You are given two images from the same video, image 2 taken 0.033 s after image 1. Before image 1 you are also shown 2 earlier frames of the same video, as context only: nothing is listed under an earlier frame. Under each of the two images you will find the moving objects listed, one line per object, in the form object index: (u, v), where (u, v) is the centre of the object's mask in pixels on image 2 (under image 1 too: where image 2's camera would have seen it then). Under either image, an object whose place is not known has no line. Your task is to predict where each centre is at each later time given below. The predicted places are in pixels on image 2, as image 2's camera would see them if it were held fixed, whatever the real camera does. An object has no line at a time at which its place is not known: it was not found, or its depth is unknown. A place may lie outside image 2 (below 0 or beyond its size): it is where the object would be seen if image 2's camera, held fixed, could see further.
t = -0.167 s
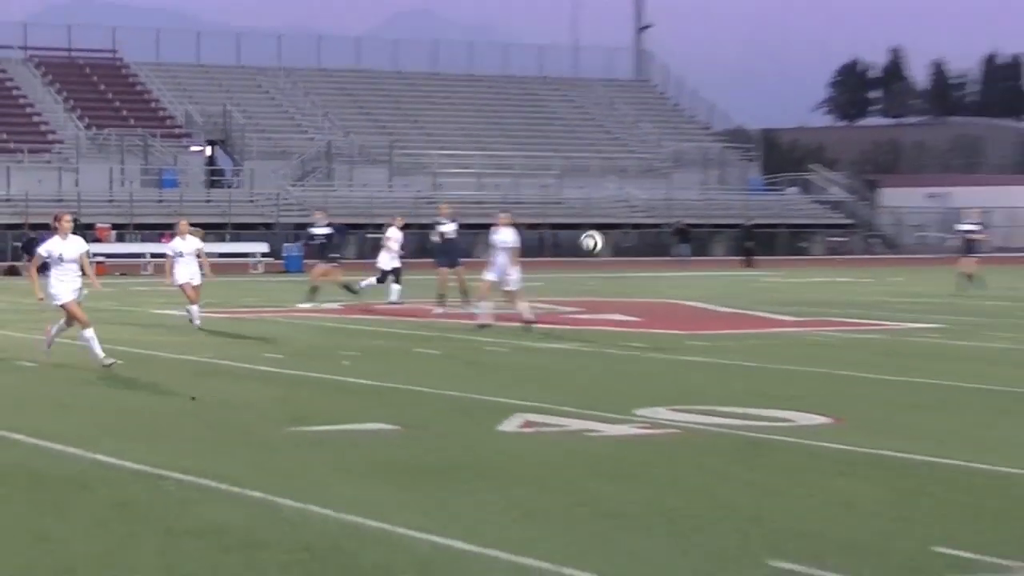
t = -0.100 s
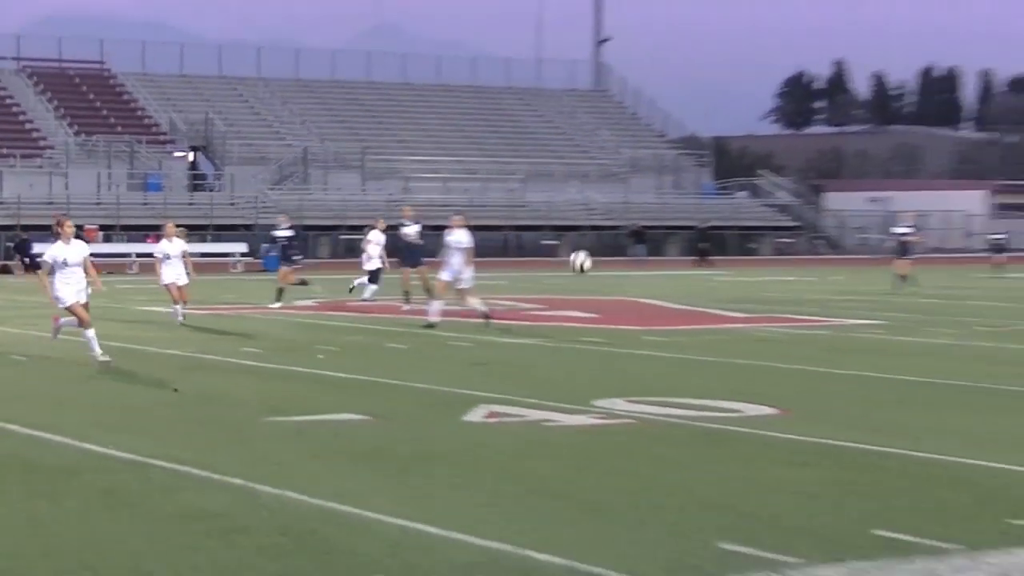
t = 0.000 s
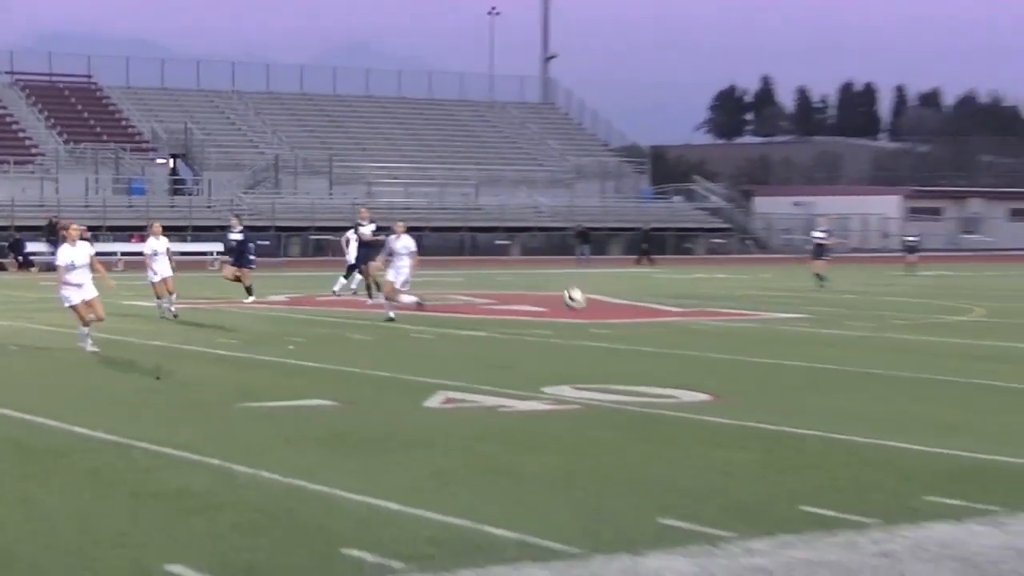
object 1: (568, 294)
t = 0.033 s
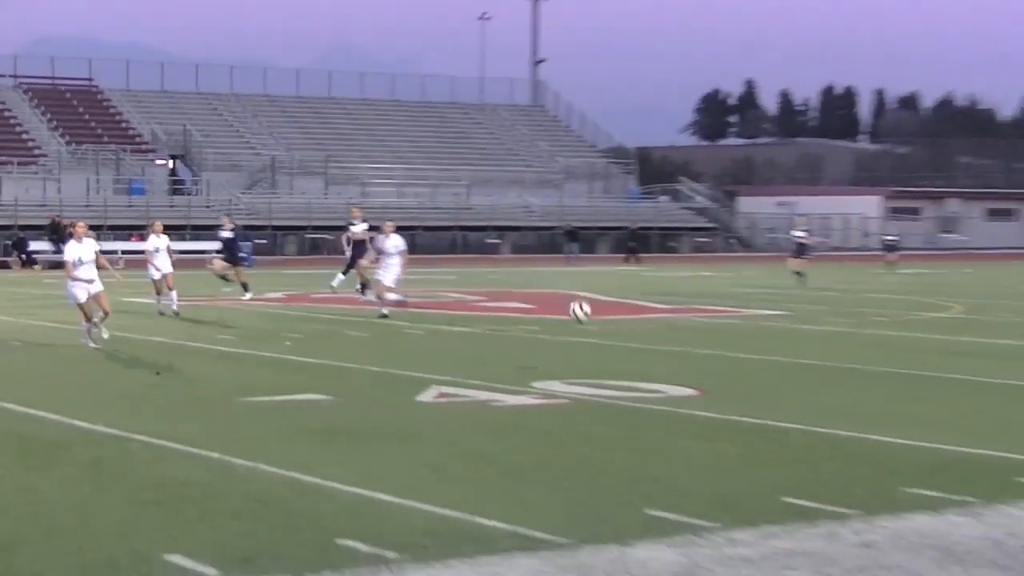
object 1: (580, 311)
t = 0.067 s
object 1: (591, 326)
